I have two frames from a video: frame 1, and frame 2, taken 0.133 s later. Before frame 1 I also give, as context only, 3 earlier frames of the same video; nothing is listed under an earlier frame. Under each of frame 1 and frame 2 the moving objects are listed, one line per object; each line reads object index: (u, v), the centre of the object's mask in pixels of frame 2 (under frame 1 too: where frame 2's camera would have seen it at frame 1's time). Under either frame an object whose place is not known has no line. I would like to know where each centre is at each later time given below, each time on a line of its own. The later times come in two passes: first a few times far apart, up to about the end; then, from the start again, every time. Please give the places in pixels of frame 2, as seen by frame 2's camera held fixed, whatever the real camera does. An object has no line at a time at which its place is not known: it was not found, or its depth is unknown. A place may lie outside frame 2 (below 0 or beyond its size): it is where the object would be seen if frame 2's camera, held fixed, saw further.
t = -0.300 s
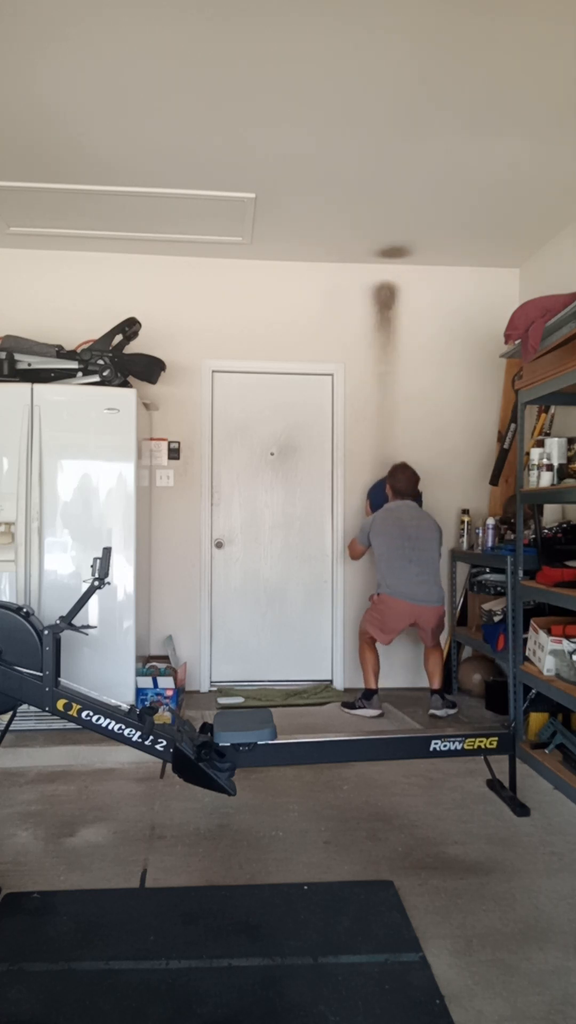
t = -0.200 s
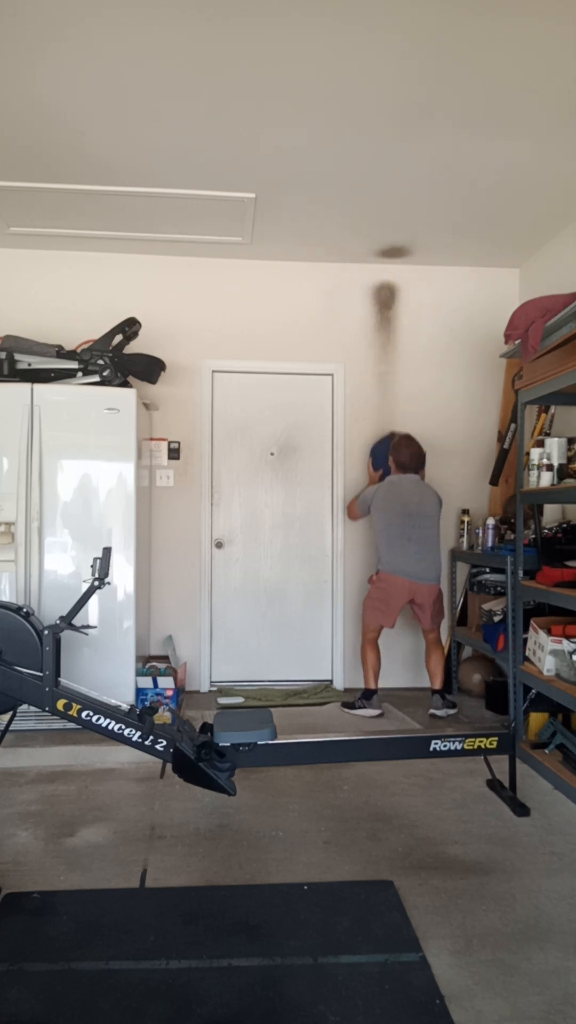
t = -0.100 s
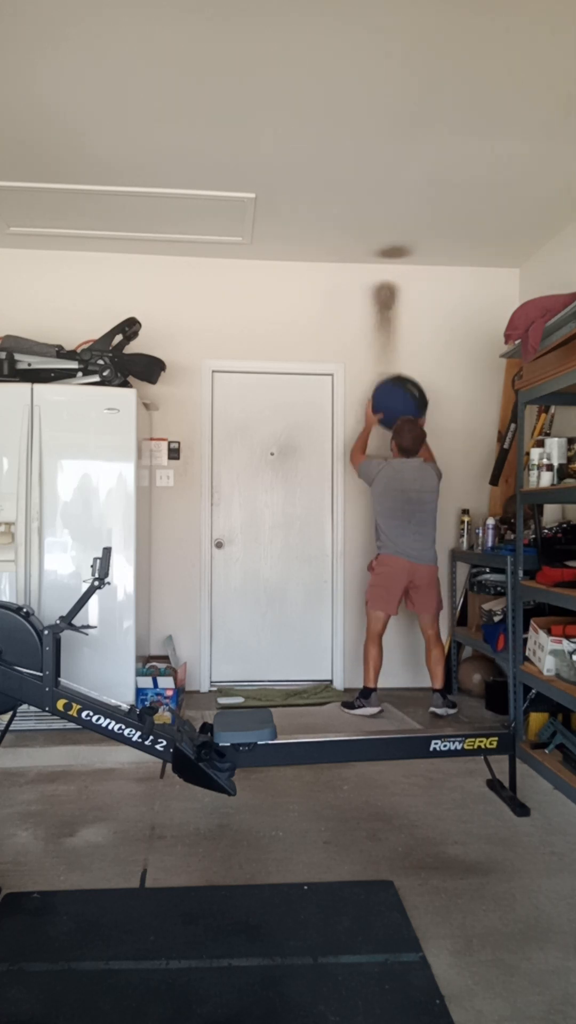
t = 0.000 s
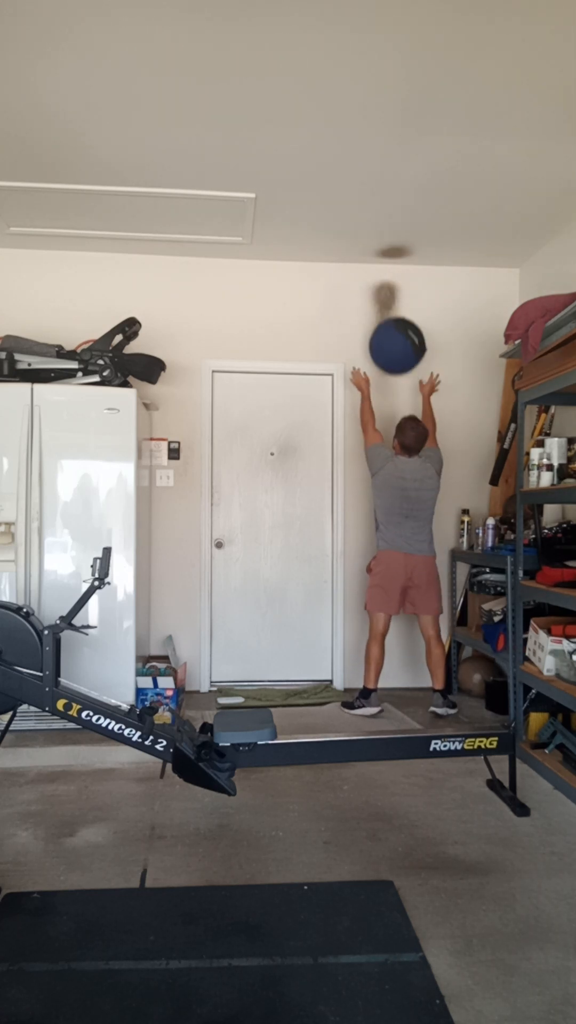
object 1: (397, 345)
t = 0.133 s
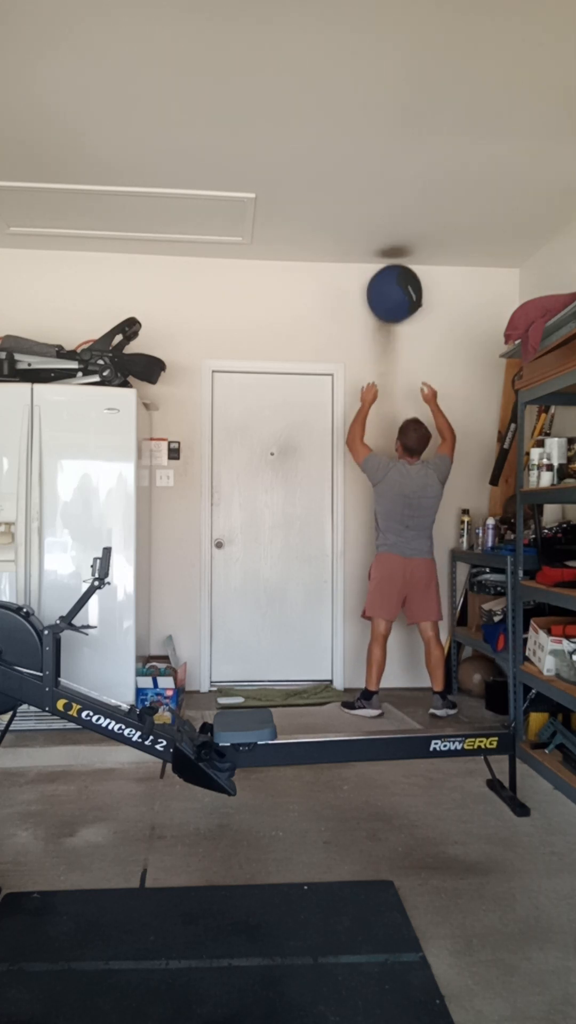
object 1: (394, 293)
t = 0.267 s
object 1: (392, 282)
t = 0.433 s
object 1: (392, 321)
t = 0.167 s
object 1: (394, 285)
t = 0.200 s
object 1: (393, 278)
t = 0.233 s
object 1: (392, 278)
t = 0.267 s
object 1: (392, 282)
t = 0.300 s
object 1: (392, 288)
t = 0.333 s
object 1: (392, 294)
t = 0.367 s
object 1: (392, 302)
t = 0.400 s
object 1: (392, 310)
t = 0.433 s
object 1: (392, 321)
